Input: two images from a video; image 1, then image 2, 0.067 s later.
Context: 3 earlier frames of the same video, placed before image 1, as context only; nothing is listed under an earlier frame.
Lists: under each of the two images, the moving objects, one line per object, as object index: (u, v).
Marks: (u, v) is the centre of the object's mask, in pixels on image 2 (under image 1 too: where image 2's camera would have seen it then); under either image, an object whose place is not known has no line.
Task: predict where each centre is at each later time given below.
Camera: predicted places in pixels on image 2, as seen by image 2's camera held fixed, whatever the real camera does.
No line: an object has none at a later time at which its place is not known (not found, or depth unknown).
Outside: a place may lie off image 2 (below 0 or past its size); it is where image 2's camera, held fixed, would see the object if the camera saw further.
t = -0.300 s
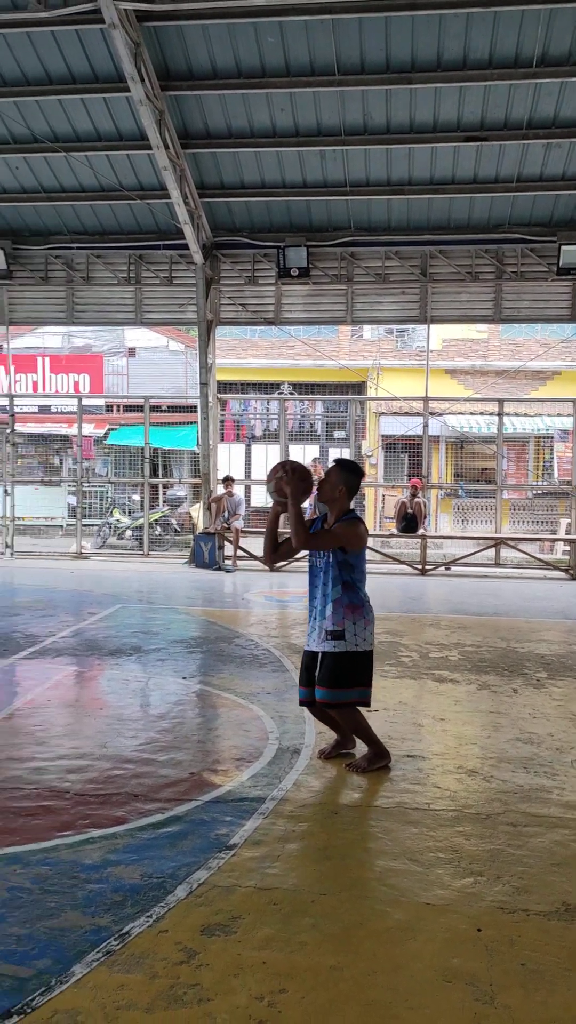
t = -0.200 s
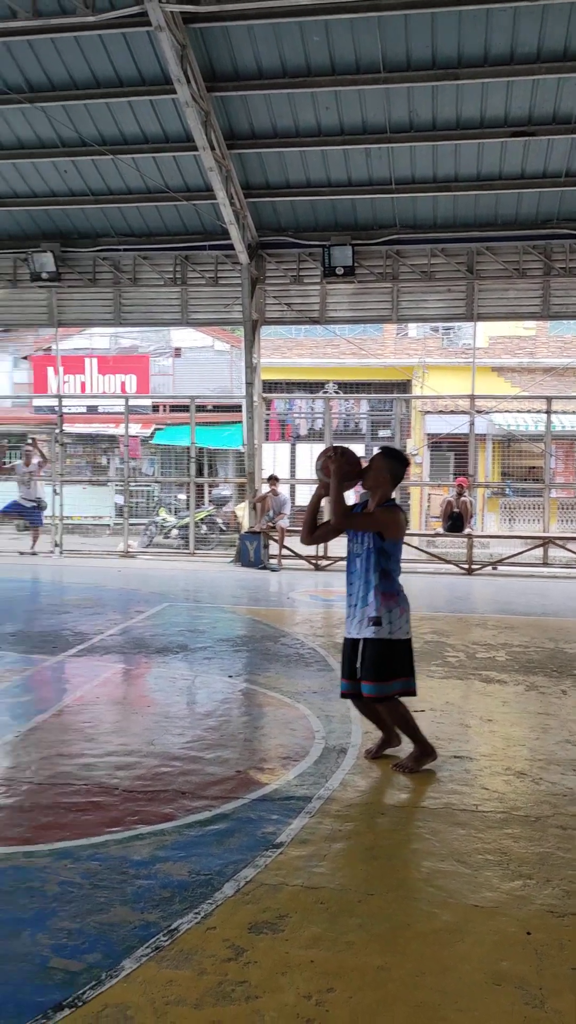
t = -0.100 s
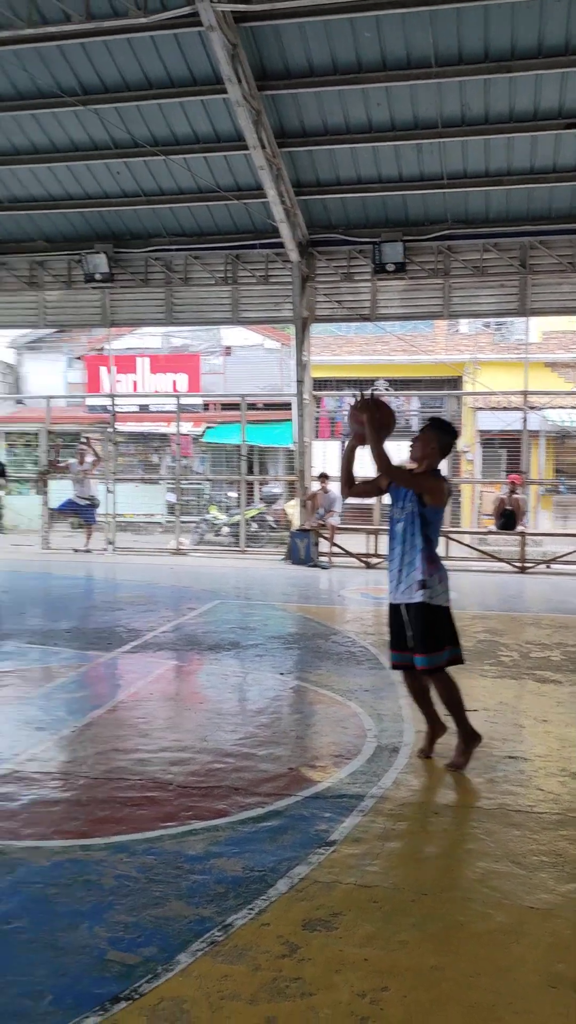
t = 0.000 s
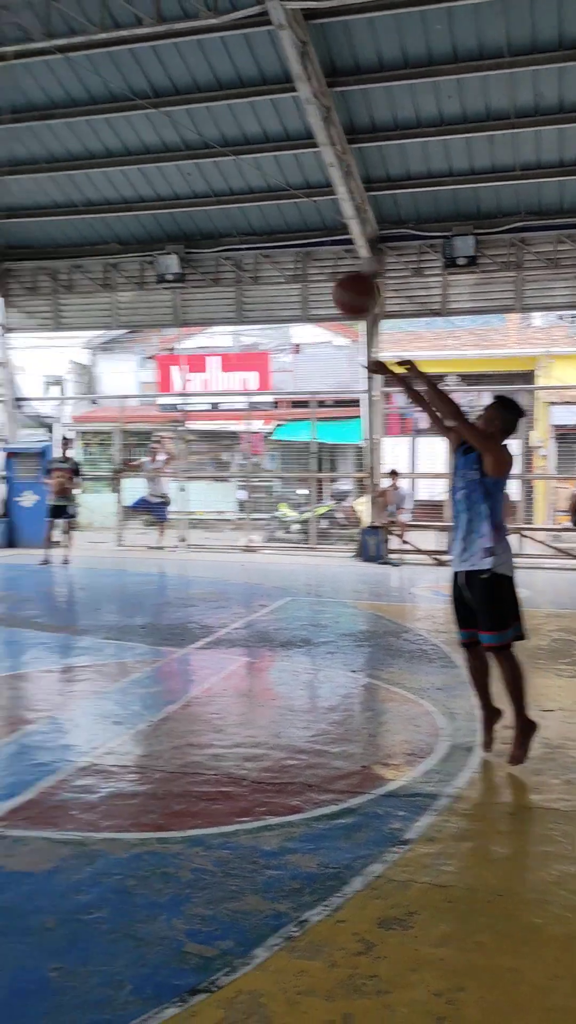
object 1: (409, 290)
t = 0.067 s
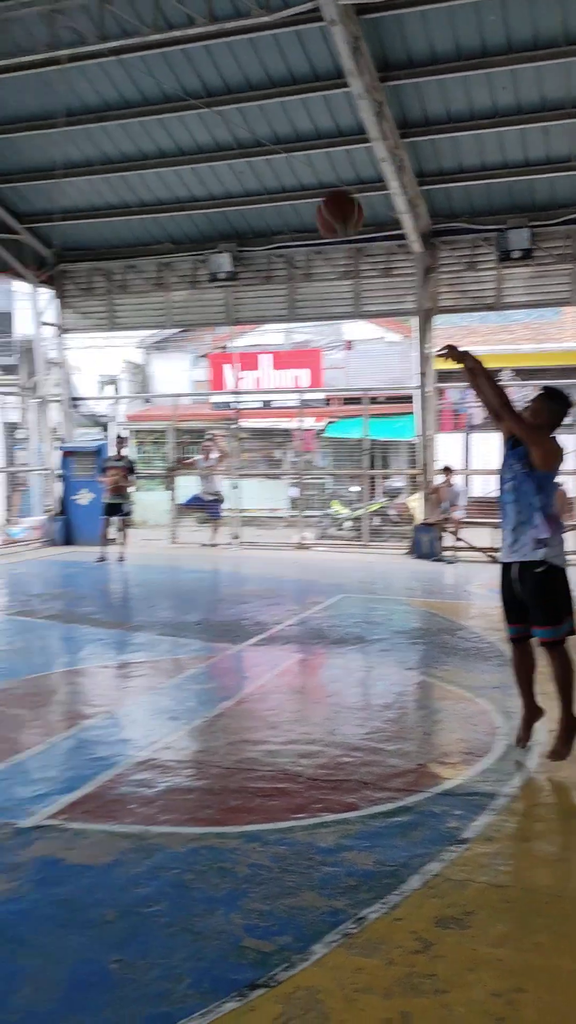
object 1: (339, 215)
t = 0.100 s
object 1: (306, 182)
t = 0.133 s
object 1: (274, 153)
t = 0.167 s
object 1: (243, 127)
